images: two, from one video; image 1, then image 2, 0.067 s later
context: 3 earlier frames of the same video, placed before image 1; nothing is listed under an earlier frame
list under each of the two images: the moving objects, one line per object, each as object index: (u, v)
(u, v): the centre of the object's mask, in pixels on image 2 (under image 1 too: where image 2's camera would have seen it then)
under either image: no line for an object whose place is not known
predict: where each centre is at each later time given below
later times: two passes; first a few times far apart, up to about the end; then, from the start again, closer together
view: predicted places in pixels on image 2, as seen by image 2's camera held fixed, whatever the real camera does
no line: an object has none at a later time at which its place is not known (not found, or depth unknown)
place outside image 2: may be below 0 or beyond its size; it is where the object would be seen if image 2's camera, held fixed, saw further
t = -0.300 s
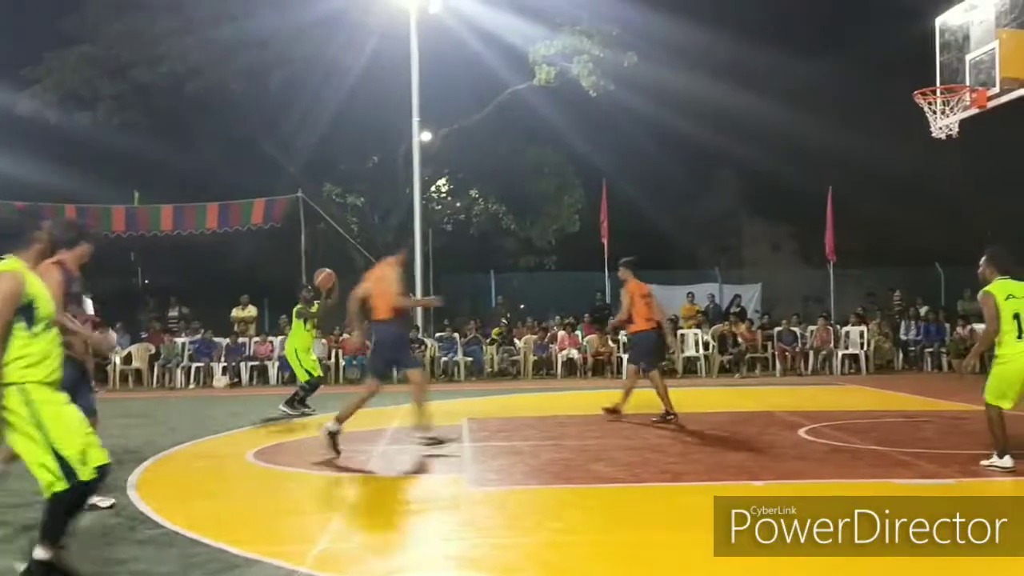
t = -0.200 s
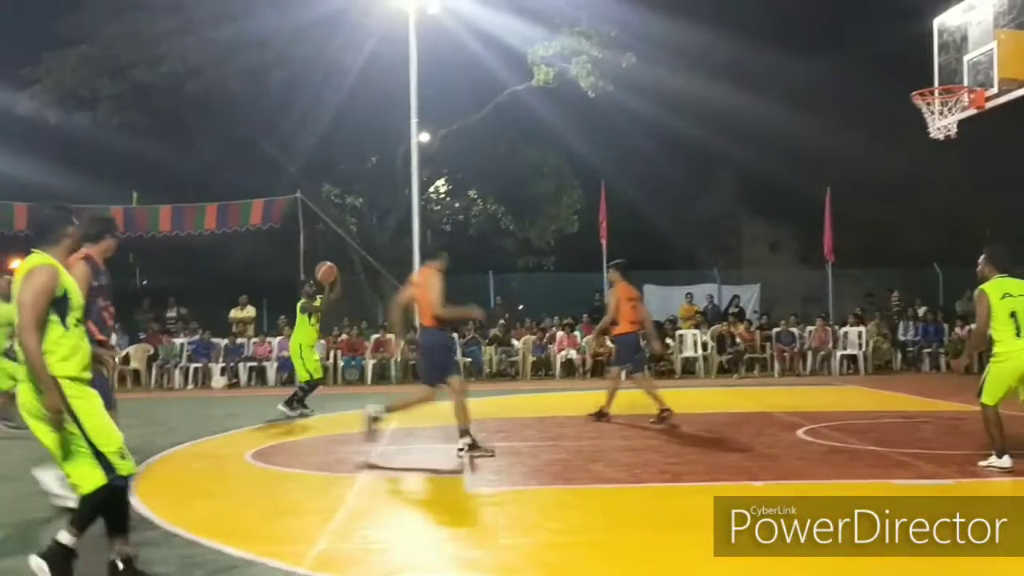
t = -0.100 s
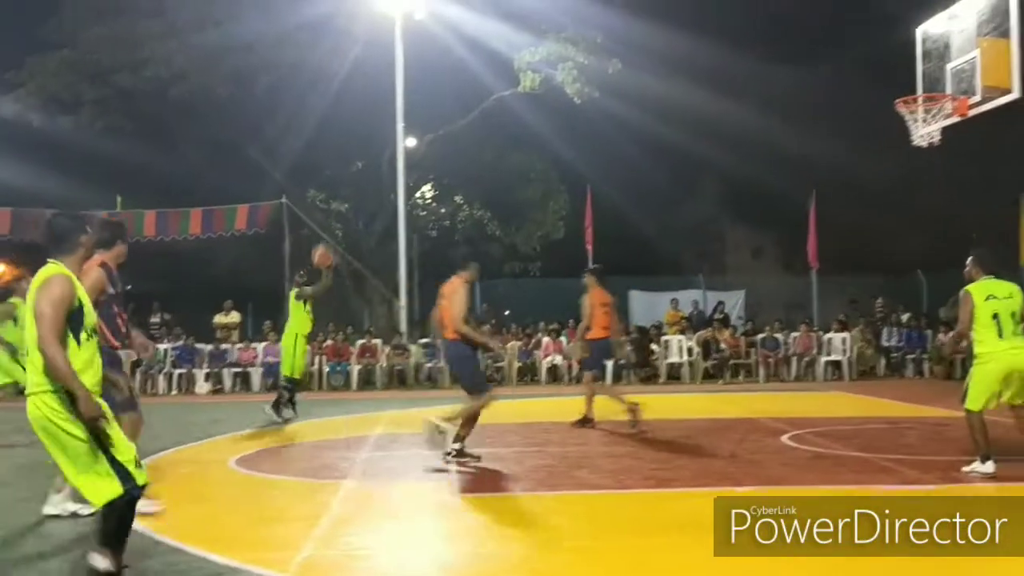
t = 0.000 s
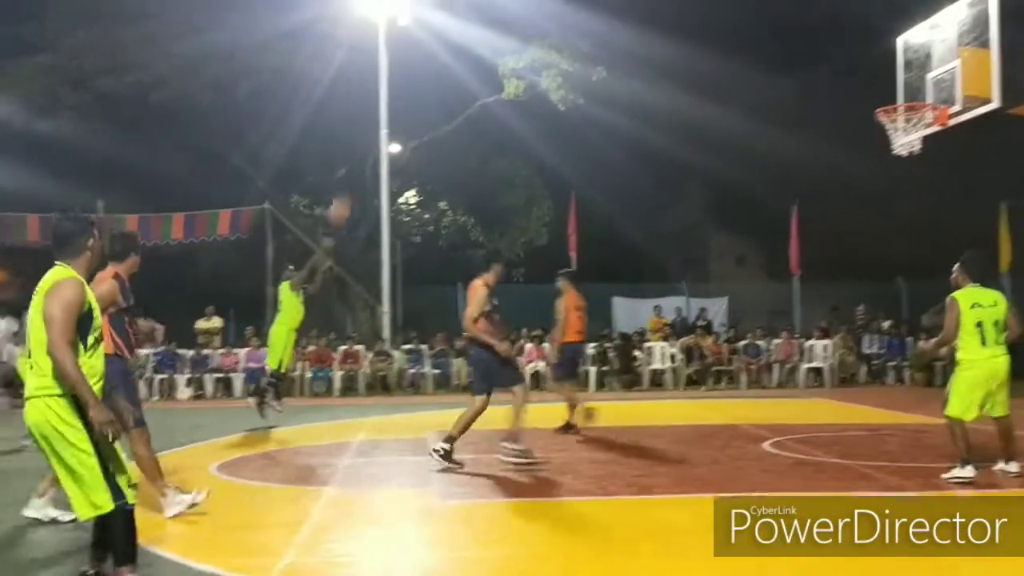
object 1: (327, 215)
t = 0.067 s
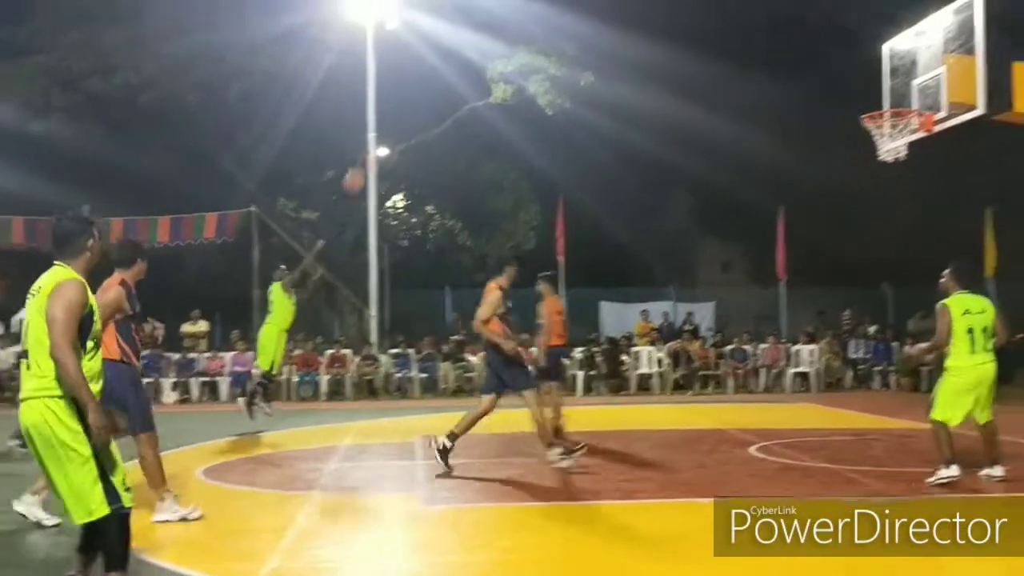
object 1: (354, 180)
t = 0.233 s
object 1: (425, 111)
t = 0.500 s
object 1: (548, 43)
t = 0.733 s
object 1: (661, 34)
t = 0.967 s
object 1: (786, 76)
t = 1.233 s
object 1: (799, 94)
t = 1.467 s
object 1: (722, 107)
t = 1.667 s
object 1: (665, 156)
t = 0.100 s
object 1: (367, 165)
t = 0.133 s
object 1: (385, 149)
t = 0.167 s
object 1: (397, 137)
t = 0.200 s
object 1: (411, 122)
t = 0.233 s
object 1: (425, 111)
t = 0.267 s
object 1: (440, 101)
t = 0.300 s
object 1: (454, 88)
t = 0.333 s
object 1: (469, 78)
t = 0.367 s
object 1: (482, 73)
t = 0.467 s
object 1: (528, 42)
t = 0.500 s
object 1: (548, 43)
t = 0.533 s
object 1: (562, 39)
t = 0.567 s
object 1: (579, 36)
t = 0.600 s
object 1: (595, 34)
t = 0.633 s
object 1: (611, 32)
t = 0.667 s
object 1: (629, 31)
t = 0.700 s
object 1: (645, 32)
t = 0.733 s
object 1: (661, 34)
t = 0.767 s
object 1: (679, 36)
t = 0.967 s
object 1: (786, 76)
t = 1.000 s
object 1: (807, 88)
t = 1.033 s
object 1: (830, 97)
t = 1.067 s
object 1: (848, 110)
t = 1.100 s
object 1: (847, 110)
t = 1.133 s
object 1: (835, 105)
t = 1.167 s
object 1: (823, 100)
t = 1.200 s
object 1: (811, 96)
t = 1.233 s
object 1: (799, 94)
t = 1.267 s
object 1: (787, 92)
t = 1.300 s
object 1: (776, 92)
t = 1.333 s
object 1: (765, 94)
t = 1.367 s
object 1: (754, 96)
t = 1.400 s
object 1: (743, 99)
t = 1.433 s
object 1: (733, 103)
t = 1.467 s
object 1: (722, 107)
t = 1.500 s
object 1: (712, 113)
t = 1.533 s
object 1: (702, 120)
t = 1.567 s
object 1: (691, 129)
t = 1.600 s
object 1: (682, 137)
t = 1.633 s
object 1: (672, 147)
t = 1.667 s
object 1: (665, 156)
